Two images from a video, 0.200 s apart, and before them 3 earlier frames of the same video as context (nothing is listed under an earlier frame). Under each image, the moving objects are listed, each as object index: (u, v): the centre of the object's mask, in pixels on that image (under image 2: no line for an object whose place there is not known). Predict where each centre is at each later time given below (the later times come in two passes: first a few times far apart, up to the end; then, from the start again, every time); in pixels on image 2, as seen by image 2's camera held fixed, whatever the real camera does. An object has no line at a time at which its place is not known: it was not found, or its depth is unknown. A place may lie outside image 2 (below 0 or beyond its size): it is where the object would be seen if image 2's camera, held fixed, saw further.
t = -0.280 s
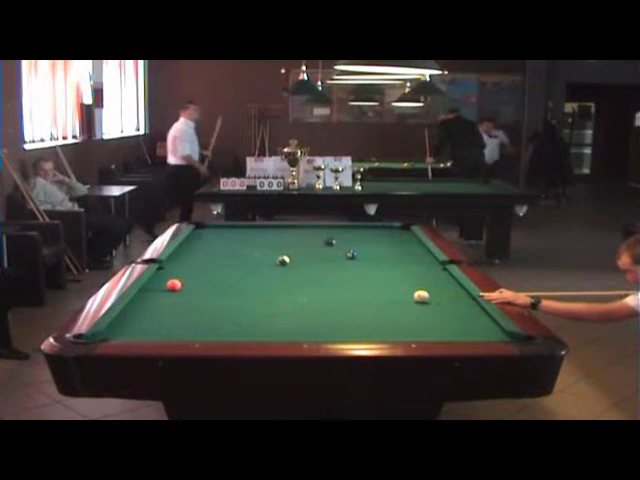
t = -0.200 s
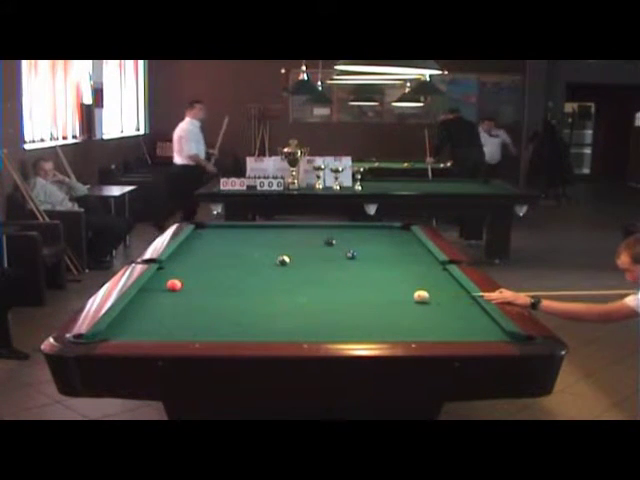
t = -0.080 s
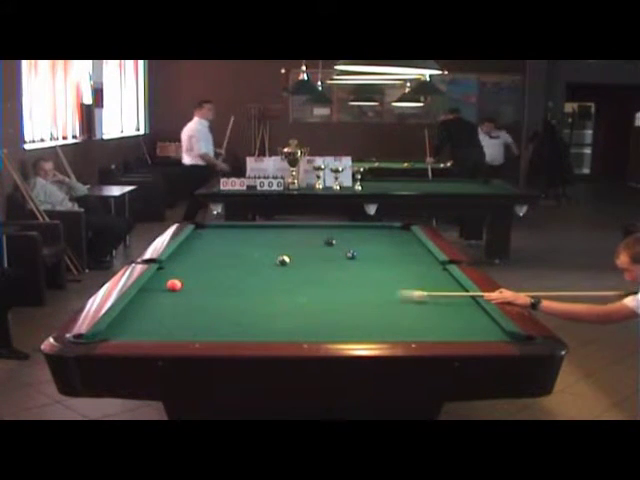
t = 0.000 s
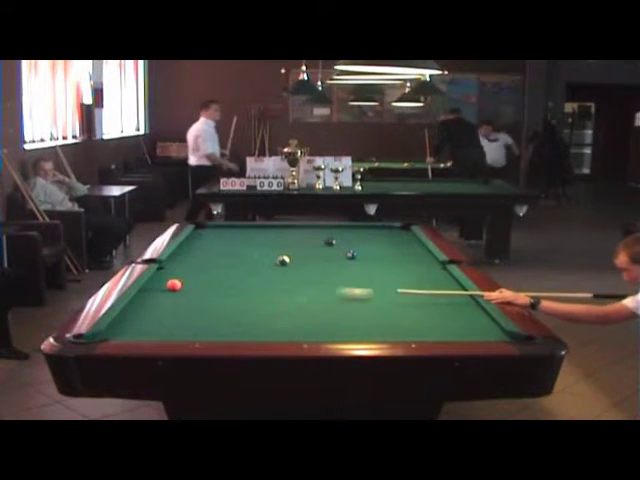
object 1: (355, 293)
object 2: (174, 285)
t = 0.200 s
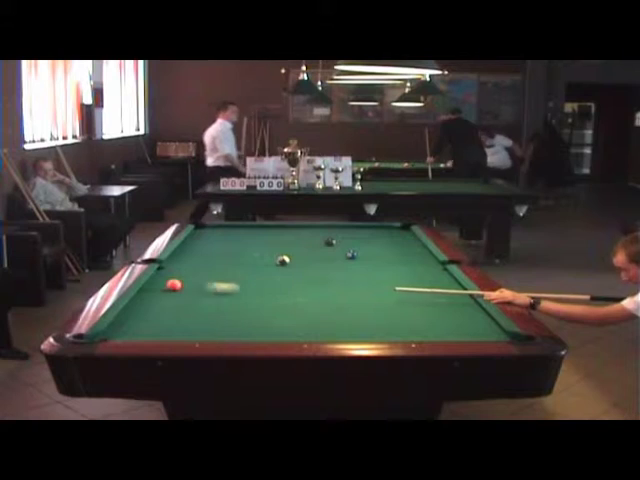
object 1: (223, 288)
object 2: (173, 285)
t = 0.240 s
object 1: (198, 286)
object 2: (174, 285)
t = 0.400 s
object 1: (168, 289)
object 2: (179, 280)
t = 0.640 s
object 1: (159, 292)
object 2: (244, 278)
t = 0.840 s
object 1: (182, 294)
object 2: (296, 276)
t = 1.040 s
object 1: (205, 296)
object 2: (345, 273)
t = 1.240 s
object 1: (227, 297)
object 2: (391, 271)
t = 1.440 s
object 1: (248, 299)
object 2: (435, 269)
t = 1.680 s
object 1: (273, 301)
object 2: (414, 268)
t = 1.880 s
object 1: (293, 302)
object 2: (390, 268)
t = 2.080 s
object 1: (312, 304)
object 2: (366, 267)
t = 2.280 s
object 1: (330, 305)
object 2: (344, 267)
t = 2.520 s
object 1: (350, 307)
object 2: (319, 267)
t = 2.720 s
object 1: (366, 307)
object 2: (299, 267)
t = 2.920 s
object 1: (381, 308)
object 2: (279, 267)
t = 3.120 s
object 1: (395, 309)
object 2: (261, 266)
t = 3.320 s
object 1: (407, 309)
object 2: (244, 266)
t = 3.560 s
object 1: (420, 310)
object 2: (225, 265)
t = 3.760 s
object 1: (430, 310)
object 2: (210, 265)
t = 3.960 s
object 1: (438, 310)
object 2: (197, 265)
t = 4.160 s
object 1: (446, 311)
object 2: (184, 265)
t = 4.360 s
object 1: (452, 311)
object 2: (172, 265)
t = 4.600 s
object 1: (457, 311)
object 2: (165, 265)
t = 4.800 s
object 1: (460, 311)
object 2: (167, 264)
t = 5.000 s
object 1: (461, 311)
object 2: (169, 263)
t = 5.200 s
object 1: (462, 311)
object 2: (171, 263)
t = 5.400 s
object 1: (462, 310)
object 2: (173, 262)
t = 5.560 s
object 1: (461, 310)
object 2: (173, 262)
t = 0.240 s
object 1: (198, 286)
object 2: (174, 285)
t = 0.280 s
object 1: (184, 286)
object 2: (163, 283)
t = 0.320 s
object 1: (180, 288)
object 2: (155, 282)
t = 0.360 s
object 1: (175, 289)
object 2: (166, 280)
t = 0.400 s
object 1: (168, 289)
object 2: (179, 280)
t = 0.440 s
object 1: (160, 290)
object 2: (189, 280)
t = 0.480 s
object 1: (151, 290)
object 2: (201, 280)
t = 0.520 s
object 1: (146, 291)
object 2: (212, 279)
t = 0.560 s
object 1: (150, 291)
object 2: (223, 279)
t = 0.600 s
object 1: (155, 291)
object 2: (233, 278)
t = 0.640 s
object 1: (159, 292)
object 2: (244, 278)
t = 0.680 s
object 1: (164, 292)
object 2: (255, 277)
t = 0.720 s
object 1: (169, 292)
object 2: (265, 277)
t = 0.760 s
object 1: (173, 293)
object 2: (275, 277)
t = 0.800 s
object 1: (177, 293)
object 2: (285, 276)
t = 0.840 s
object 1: (182, 294)
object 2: (296, 276)
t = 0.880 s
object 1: (186, 294)
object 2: (306, 275)
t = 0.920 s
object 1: (191, 295)
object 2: (315, 275)
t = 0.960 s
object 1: (196, 295)
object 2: (325, 274)
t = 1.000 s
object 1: (200, 295)
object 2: (335, 274)
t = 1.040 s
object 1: (205, 296)
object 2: (345, 273)
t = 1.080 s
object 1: (209, 296)
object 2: (354, 273)
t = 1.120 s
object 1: (214, 296)
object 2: (363, 272)
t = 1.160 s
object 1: (218, 297)
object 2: (373, 272)
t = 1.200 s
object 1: (222, 297)
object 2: (382, 271)
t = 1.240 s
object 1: (227, 297)
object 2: (391, 271)
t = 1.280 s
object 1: (231, 298)
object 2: (400, 270)
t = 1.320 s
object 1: (236, 298)
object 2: (409, 270)
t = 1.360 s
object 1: (240, 298)
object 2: (418, 270)
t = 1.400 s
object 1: (244, 299)
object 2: (426, 269)
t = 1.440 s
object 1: (248, 299)
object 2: (435, 269)
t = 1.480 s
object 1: (252, 299)
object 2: (439, 269)
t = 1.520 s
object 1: (257, 300)
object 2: (434, 269)
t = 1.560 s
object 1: (261, 300)
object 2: (429, 268)
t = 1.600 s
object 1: (265, 300)
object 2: (424, 268)
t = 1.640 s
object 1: (269, 301)
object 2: (419, 268)
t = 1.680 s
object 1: (273, 301)
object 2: (414, 268)
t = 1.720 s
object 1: (278, 301)
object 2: (410, 268)
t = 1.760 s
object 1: (282, 302)
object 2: (404, 268)
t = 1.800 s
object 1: (285, 302)
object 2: (400, 268)
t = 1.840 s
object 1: (289, 302)
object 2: (395, 268)
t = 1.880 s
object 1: (293, 302)
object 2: (390, 268)
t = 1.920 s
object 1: (297, 303)
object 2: (385, 268)
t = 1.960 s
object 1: (301, 303)
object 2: (380, 267)
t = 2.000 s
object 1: (305, 303)
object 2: (376, 268)
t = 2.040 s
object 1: (308, 303)
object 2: (371, 267)
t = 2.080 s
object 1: (312, 304)
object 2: (366, 267)
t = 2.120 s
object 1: (315, 304)
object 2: (362, 267)
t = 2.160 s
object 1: (319, 304)
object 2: (358, 267)
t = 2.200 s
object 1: (323, 305)
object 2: (353, 267)
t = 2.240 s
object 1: (326, 305)
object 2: (348, 267)
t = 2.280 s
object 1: (330, 305)
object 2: (344, 267)
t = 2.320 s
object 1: (334, 305)
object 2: (340, 267)
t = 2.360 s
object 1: (337, 306)
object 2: (335, 267)
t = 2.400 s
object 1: (340, 306)
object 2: (331, 267)
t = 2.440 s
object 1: (344, 306)
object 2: (327, 267)
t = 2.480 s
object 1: (347, 307)
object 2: (323, 267)
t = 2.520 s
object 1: (350, 307)
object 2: (319, 267)
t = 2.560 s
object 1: (353, 307)
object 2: (315, 267)
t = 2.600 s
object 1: (357, 307)
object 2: (310, 267)
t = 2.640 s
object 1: (360, 307)
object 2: (306, 267)
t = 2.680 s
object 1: (363, 307)
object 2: (302, 267)
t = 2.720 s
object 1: (366, 307)
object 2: (299, 267)
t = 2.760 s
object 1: (369, 308)
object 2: (295, 267)
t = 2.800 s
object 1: (372, 308)
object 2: (291, 267)
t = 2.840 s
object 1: (375, 308)
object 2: (287, 267)
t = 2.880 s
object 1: (378, 308)
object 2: (282, 267)
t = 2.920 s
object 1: (381, 308)
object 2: (279, 267)
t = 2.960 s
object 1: (384, 308)
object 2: (275, 266)
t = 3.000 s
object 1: (387, 309)
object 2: (272, 266)
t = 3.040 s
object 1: (389, 309)
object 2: (268, 266)
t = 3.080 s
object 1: (392, 309)
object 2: (264, 266)
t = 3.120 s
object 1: (395, 309)
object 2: (261, 266)
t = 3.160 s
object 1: (398, 309)
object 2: (257, 266)
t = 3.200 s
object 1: (400, 309)
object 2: (254, 266)
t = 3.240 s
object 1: (402, 309)
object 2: (250, 266)
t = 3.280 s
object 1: (405, 309)
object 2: (247, 266)
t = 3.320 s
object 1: (407, 309)
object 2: (244, 266)
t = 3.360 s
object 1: (409, 309)
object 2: (240, 266)
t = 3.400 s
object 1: (412, 310)
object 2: (238, 266)
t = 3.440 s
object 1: (414, 310)
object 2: (234, 266)
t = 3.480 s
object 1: (416, 310)
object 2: (231, 266)
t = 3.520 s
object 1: (418, 310)
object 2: (228, 266)
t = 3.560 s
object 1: (420, 310)
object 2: (225, 265)
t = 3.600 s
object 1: (422, 310)
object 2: (222, 265)
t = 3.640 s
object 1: (424, 310)
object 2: (219, 266)
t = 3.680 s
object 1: (426, 310)
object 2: (215, 266)
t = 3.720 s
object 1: (428, 310)
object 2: (213, 265)
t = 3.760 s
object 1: (430, 310)
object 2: (210, 265)
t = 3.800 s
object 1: (432, 310)
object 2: (207, 265)
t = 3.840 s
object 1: (434, 310)
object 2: (205, 265)
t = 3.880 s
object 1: (435, 311)
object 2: (202, 265)
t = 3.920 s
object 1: (437, 311)
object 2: (199, 265)
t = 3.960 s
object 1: (438, 310)
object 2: (197, 265)
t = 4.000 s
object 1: (440, 310)
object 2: (194, 265)
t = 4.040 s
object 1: (442, 311)
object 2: (192, 265)
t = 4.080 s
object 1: (443, 311)
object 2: (189, 265)
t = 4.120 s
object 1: (444, 311)
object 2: (187, 265)
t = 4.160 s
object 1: (446, 311)
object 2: (184, 265)
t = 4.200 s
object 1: (447, 311)
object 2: (181, 265)
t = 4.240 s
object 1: (448, 311)
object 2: (179, 265)
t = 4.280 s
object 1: (449, 311)
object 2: (177, 265)
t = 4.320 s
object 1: (451, 311)
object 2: (174, 265)
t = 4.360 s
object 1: (452, 311)
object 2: (172, 265)
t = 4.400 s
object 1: (453, 311)
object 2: (169, 265)
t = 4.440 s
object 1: (454, 311)
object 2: (168, 265)
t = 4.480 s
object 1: (454, 311)
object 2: (166, 265)
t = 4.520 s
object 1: (455, 311)
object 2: (165, 265)
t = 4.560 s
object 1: (456, 311)
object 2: (165, 265)
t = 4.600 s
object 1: (457, 311)
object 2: (165, 265)
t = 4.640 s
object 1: (458, 311)
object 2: (165, 265)
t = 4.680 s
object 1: (458, 311)
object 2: (166, 264)
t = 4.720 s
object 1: (459, 311)
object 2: (167, 264)
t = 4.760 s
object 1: (459, 311)
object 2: (167, 264)
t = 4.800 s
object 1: (460, 311)
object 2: (167, 264)
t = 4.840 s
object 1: (460, 311)
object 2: (167, 264)
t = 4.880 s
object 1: (461, 311)
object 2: (168, 264)
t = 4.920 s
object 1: (461, 311)
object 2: (169, 264)
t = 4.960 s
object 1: (461, 311)
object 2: (169, 263)
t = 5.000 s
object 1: (461, 311)
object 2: (169, 263)
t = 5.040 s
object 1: (462, 311)
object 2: (170, 263)
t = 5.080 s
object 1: (462, 311)
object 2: (170, 263)
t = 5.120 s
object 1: (462, 311)
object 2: (170, 263)
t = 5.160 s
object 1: (462, 311)
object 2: (171, 263)
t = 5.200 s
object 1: (462, 311)
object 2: (171, 263)
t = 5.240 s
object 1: (462, 310)
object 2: (172, 262)
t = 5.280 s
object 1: (462, 310)
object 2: (172, 262)
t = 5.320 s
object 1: (462, 310)
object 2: (172, 262)
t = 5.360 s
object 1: (462, 310)
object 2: (173, 262)
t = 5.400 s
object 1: (462, 310)
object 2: (173, 262)
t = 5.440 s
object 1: (462, 310)
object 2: (173, 262)
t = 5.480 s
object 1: (462, 310)
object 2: (173, 262)
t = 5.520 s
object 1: (462, 310)
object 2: (173, 262)
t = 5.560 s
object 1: (461, 310)
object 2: (173, 262)
